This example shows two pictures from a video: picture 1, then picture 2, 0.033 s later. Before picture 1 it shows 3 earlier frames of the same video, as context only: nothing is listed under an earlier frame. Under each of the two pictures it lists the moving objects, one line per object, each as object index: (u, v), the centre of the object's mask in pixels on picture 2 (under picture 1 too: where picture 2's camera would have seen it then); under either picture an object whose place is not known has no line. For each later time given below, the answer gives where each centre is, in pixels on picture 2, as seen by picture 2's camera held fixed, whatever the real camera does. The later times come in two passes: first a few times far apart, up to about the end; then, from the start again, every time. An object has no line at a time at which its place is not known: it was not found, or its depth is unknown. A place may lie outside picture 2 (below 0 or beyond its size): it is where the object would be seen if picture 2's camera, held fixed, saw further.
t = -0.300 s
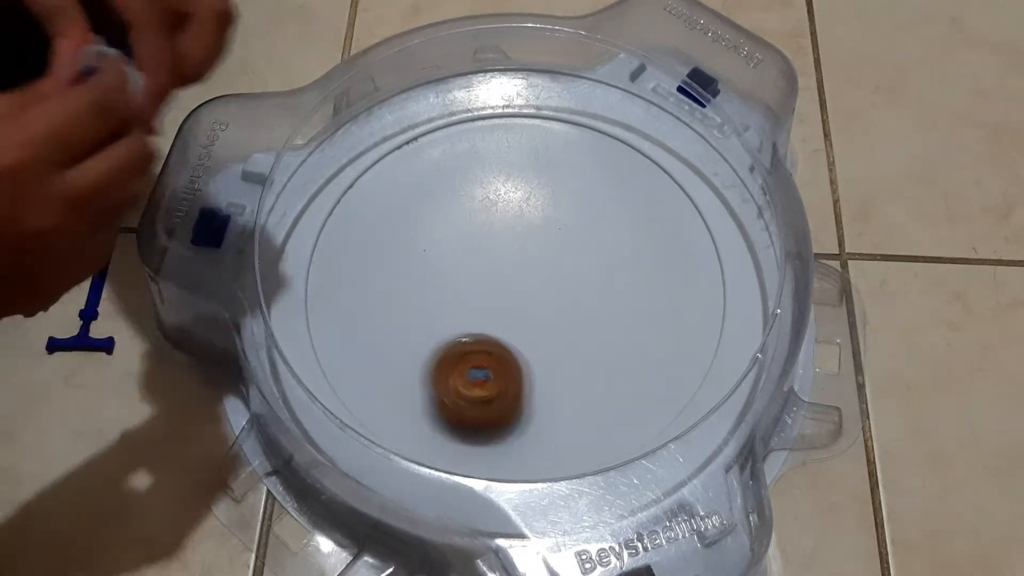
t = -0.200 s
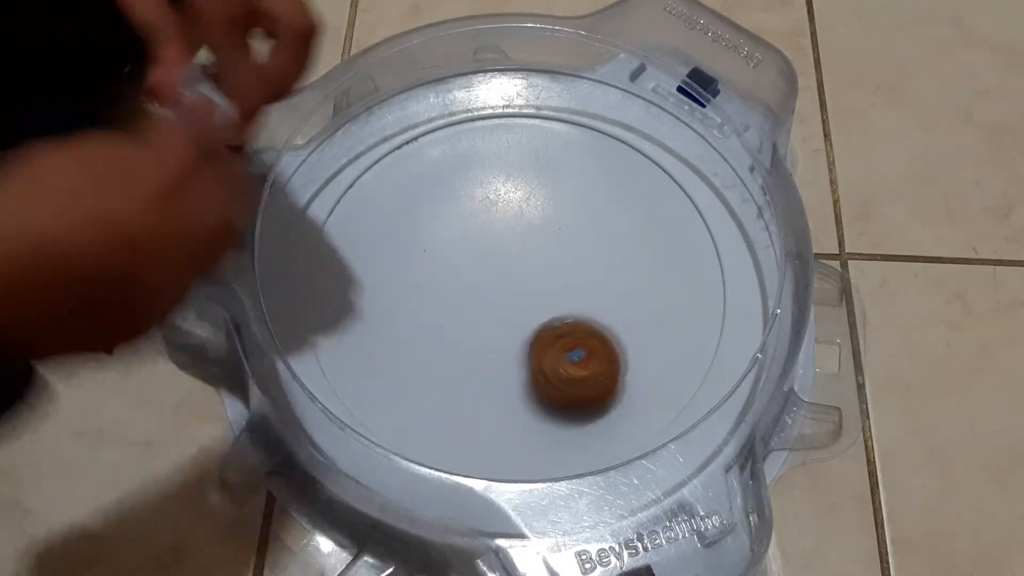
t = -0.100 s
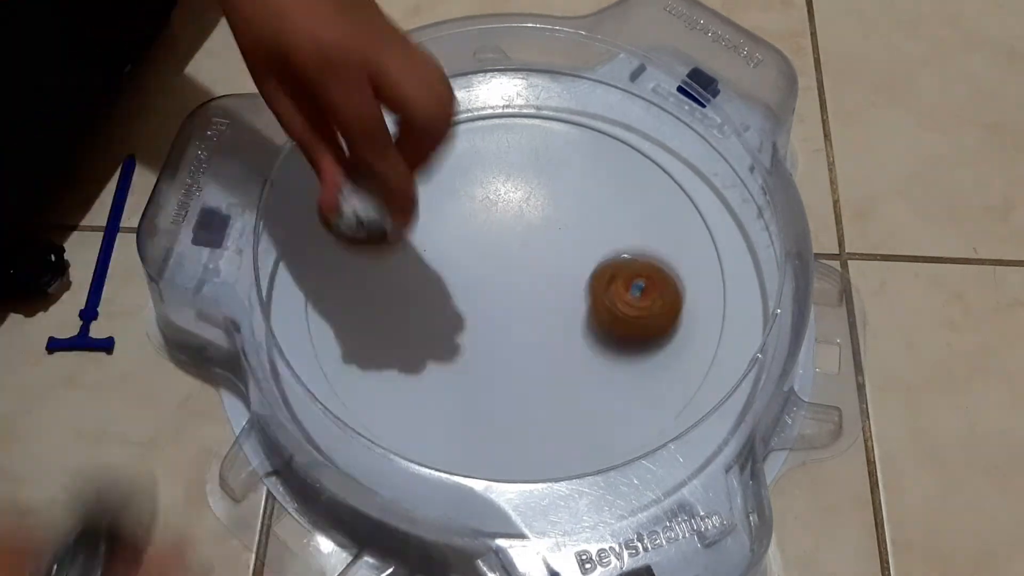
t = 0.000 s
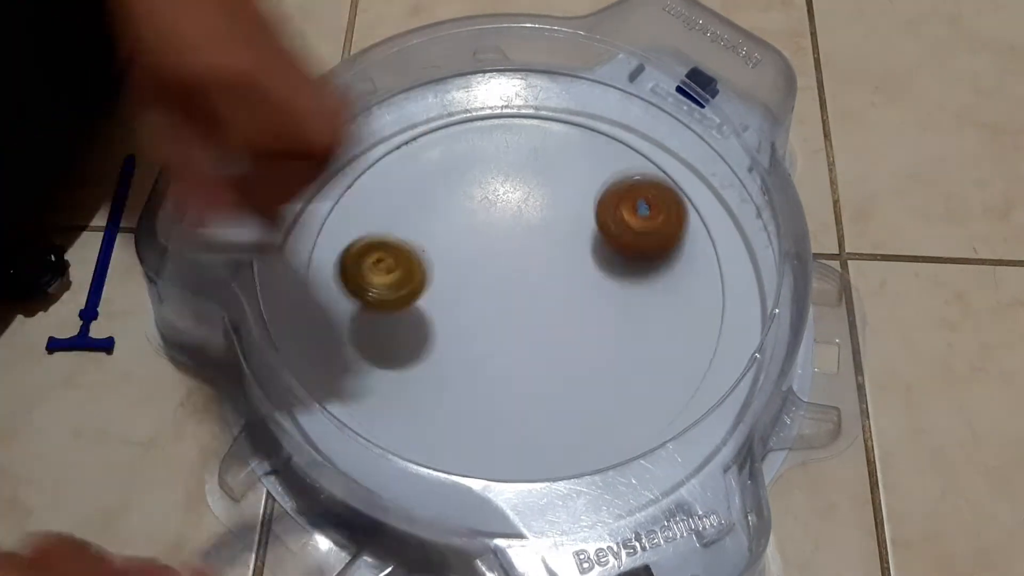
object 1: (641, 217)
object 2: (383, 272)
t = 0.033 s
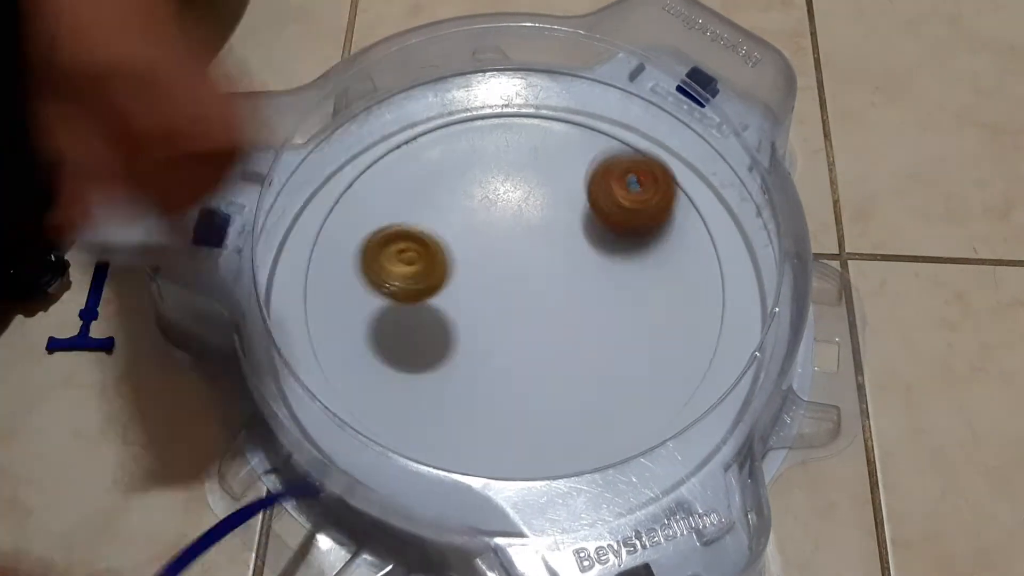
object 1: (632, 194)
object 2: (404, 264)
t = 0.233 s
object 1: (485, 112)
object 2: (556, 279)
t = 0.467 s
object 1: (346, 277)
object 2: (653, 276)
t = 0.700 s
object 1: (542, 424)
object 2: (570, 307)
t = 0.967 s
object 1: (696, 217)
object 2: (446, 304)
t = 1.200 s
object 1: (499, 122)
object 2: (535, 274)
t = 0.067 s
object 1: (617, 170)
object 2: (429, 264)
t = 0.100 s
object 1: (598, 150)
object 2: (454, 275)
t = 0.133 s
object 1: (574, 132)
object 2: (480, 294)
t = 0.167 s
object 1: (548, 120)
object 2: (505, 287)
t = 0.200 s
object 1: (518, 112)
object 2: (530, 278)
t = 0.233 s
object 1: (485, 112)
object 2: (556, 279)
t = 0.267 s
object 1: (454, 126)
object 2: (583, 291)
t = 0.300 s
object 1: (425, 140)
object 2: (601, 282)
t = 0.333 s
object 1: (395, 159)
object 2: (617, 274)
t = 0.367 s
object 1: (371, 182)
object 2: (633, 277)
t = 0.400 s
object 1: (354, 213)
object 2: (646, 285)
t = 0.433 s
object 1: (346, 244)
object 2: (651, 276)
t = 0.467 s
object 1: (346, 277)
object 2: (653, 276)
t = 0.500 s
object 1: (354, 310)
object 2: (654, 287)
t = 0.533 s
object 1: (371, 341)
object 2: (647, 283)
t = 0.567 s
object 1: (395, 369)
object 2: (638, 284)
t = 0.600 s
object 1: (426, 394)
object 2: (625, 297)
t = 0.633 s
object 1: (461, 411)
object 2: (609, 295)
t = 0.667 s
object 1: (501, 422)
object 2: (590, 298)
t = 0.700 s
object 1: (542, 424)
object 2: (570, 307)
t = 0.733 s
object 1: (583, 419)
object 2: (549, 308)
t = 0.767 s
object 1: (619, 406)
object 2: (528, 313)
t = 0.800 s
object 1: (651, 388)
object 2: (507, 316)
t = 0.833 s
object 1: (677, 367)
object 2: (488, 318)
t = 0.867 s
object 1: (700, 339)
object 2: (473, 317)
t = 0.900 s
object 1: (709, 279)
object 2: (451, 313)
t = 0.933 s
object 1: (705, 246)
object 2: (446, 310)
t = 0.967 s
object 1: (696, 217)
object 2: (446, 304)
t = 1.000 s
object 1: (681, 189)
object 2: (450, 298)
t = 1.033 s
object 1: (657, 166)
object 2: (457, 293)
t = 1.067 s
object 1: (631, 147)
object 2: (469, 286)
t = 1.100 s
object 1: (602, 131)
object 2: (483, 281)
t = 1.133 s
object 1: (568, 122)
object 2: (499, 277)
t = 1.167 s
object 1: (534, 120)
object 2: (517, 274)
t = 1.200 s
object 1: (499, 122)
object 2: (535, 274)
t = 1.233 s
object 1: (465, 129)
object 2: (553, 274)
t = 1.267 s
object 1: (434, 141)
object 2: (570, 278)
